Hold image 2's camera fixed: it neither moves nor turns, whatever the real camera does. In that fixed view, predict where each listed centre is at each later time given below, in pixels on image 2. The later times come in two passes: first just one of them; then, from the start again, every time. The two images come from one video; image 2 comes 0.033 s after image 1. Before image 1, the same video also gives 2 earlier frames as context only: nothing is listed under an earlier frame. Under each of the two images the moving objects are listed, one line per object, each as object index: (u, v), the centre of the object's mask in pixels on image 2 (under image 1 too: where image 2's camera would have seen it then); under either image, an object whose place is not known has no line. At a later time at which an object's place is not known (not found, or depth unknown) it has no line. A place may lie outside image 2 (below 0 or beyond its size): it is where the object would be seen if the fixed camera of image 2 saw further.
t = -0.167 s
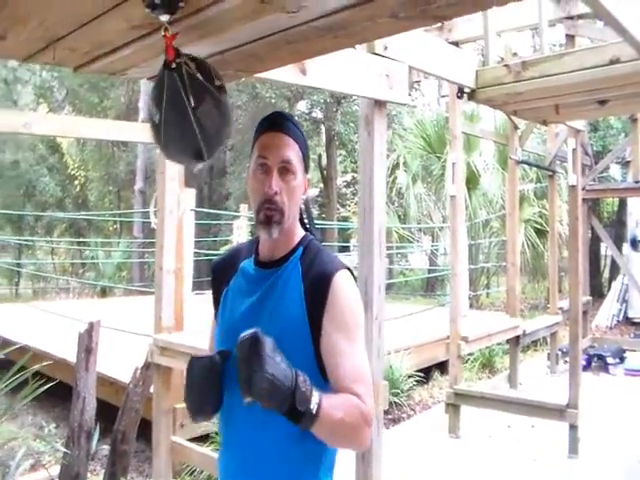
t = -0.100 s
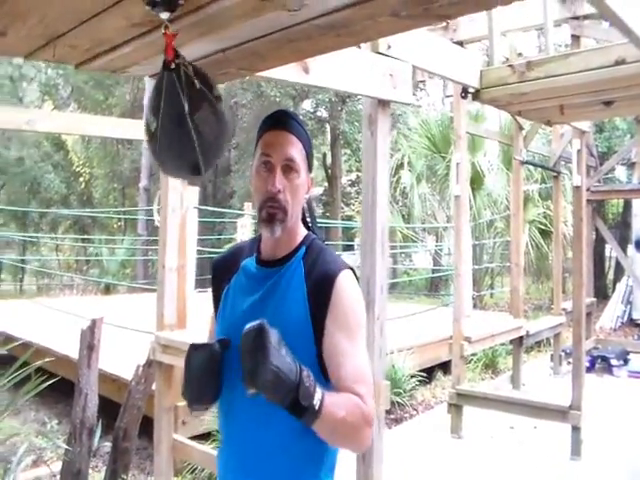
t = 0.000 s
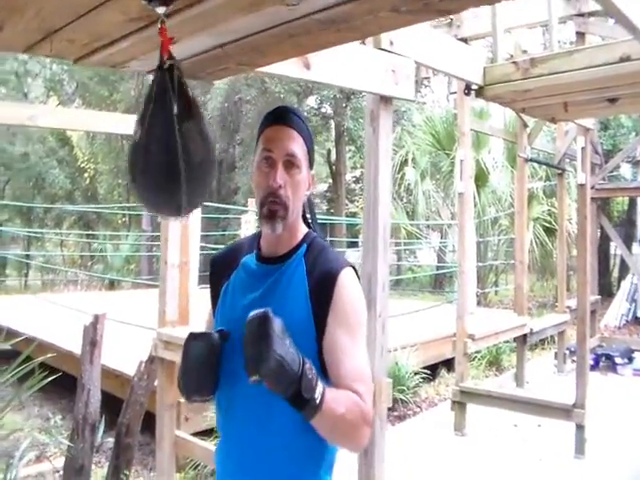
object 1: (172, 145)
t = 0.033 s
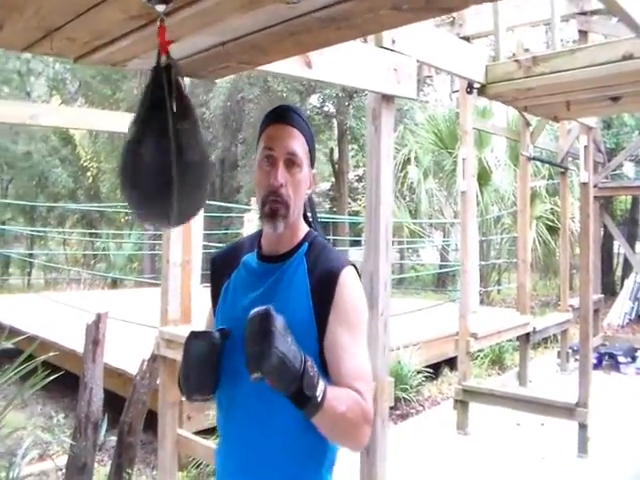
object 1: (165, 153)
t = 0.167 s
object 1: (134, 134)
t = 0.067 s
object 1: (158, 156)
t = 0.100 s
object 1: (150, 153)
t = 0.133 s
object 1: (142, 147)
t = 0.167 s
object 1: (134, 134)
